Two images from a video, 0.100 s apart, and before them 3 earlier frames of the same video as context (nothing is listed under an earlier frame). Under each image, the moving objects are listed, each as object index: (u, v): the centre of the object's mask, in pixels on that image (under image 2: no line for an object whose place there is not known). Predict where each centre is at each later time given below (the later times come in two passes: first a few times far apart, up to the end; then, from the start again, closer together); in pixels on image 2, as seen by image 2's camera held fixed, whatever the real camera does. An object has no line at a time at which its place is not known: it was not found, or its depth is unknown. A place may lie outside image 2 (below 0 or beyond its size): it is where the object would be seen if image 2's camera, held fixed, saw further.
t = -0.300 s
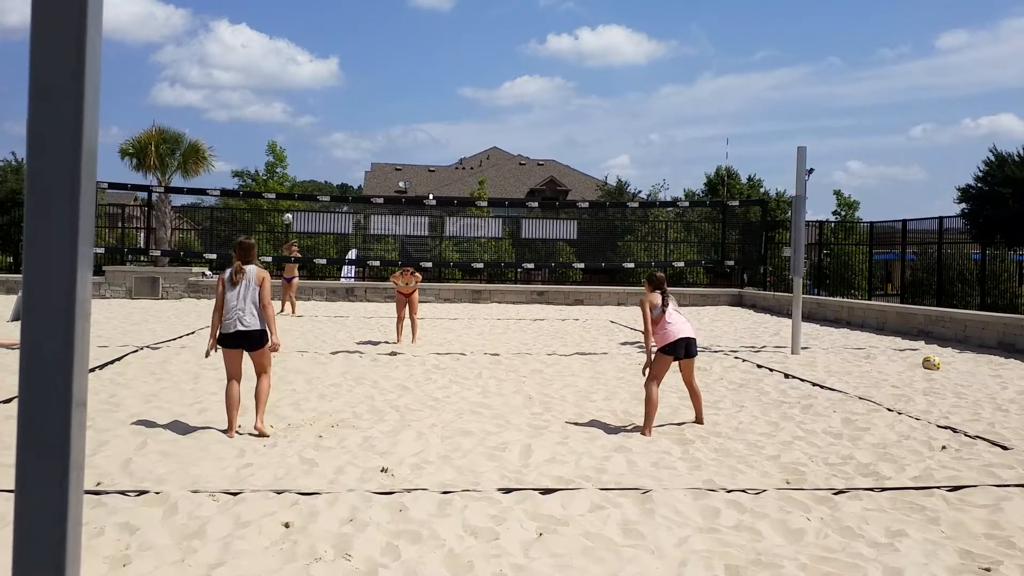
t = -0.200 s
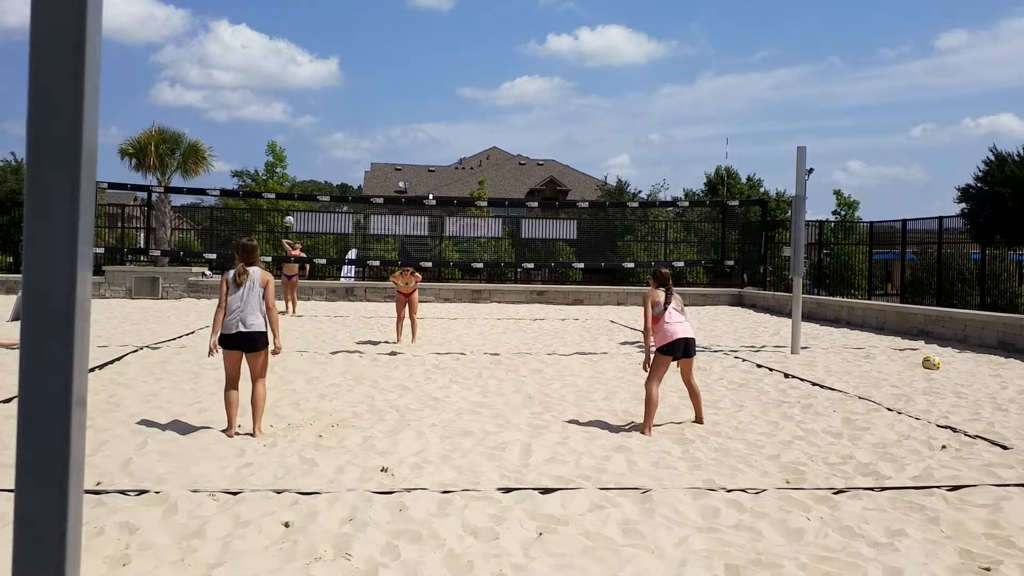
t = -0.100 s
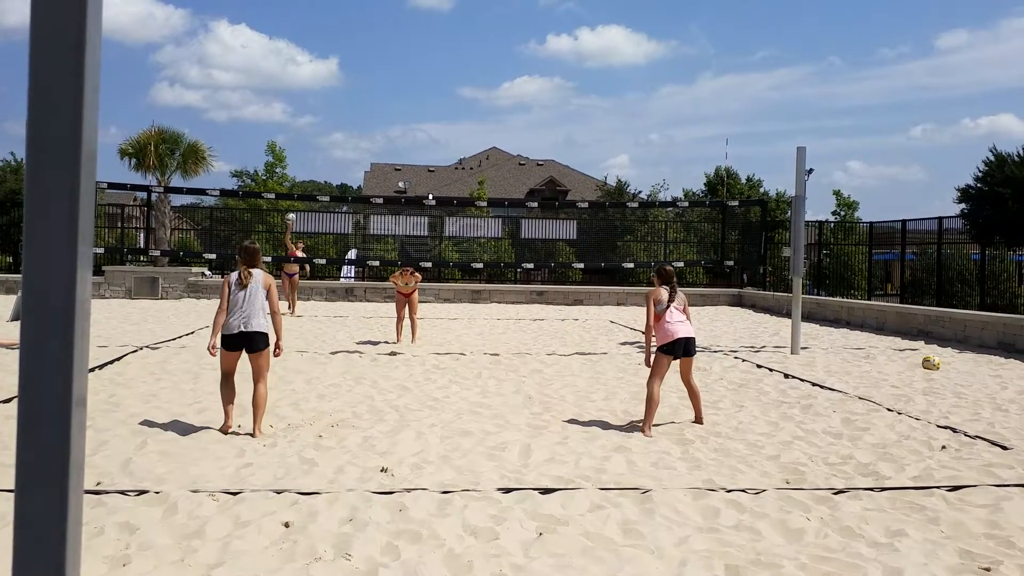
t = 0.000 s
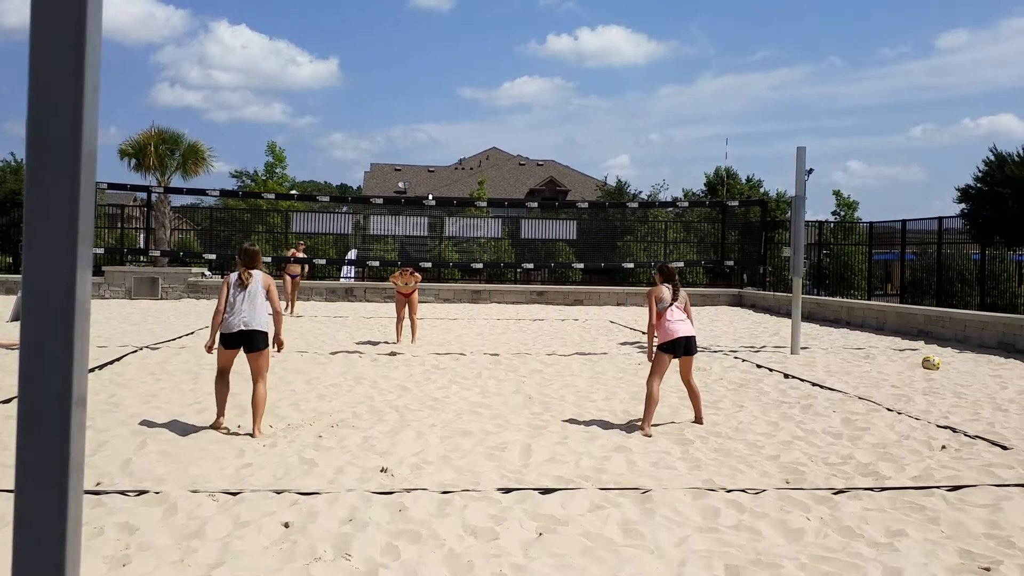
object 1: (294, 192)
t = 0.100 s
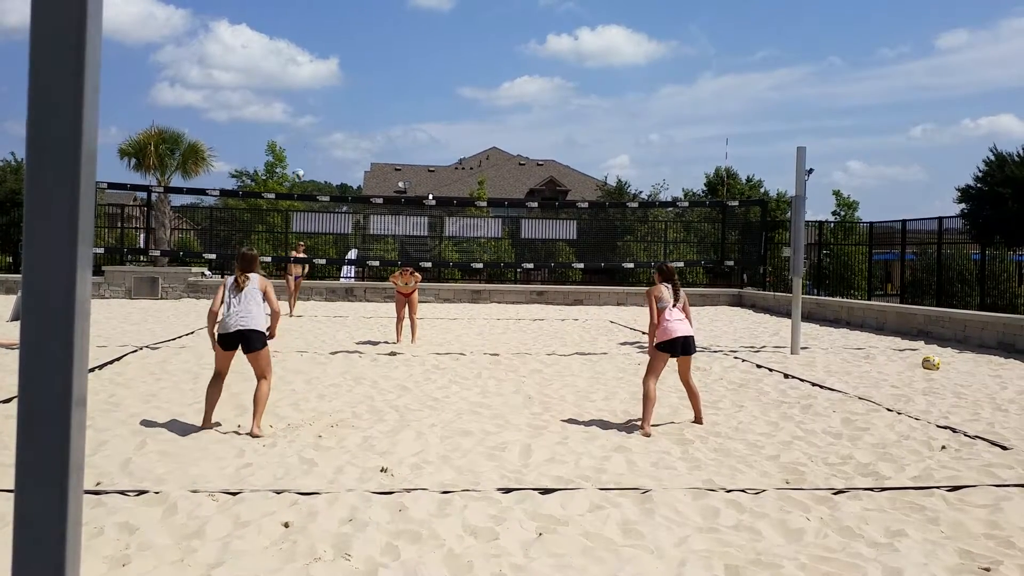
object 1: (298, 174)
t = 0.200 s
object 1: (305, 156)
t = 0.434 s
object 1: (332, 130)
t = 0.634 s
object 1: (372, 128)
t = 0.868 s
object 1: (447, 176)
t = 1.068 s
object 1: (556, 305)
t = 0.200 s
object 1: (305, 156)
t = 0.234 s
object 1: (308, 151)
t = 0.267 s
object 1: (311, 146)
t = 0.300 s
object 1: (315, 142)
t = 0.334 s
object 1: (318, 138)
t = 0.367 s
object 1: (323, 135)
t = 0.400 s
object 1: (327, 132)
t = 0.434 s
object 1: (332, 130)
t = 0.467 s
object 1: (337, 128)
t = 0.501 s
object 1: (343, 127)
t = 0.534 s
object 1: (350, 126)
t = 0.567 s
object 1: (357, 126)
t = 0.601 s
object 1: (364, 127)
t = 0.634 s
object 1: (372, 128)
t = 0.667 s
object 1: (380, 131)
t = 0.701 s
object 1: (390, 135)
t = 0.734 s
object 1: (399, 140)
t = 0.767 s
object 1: (410, 146)
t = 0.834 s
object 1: (434, 165)
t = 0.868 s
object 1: (447, 176)
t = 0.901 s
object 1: (462, 191)
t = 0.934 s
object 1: (478, 207)
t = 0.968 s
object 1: (495, 226)
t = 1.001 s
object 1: (514, 249)
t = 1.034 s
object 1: (534, 275)
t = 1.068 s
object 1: (556, 305)
